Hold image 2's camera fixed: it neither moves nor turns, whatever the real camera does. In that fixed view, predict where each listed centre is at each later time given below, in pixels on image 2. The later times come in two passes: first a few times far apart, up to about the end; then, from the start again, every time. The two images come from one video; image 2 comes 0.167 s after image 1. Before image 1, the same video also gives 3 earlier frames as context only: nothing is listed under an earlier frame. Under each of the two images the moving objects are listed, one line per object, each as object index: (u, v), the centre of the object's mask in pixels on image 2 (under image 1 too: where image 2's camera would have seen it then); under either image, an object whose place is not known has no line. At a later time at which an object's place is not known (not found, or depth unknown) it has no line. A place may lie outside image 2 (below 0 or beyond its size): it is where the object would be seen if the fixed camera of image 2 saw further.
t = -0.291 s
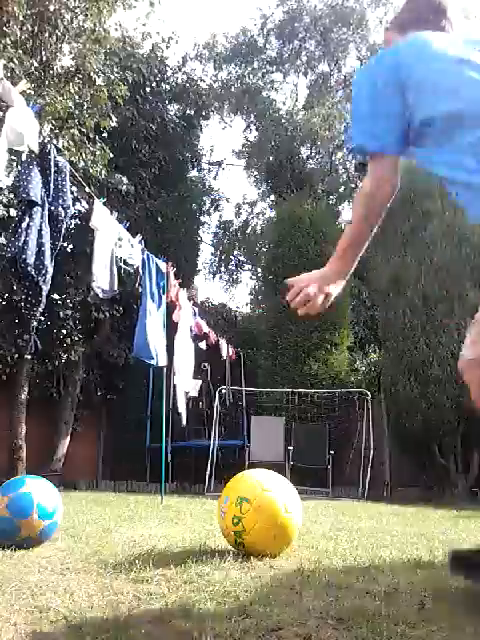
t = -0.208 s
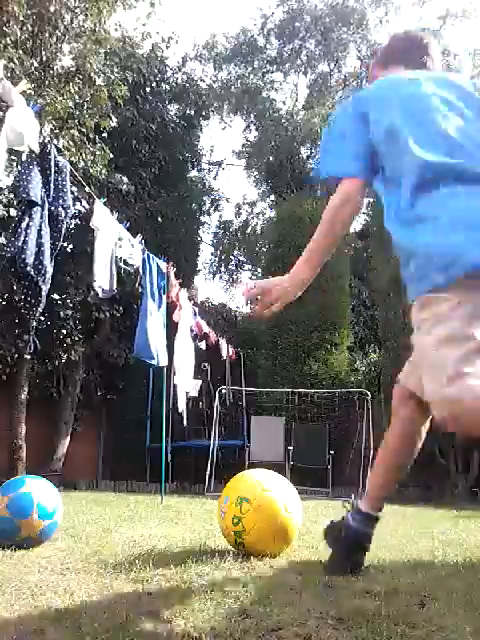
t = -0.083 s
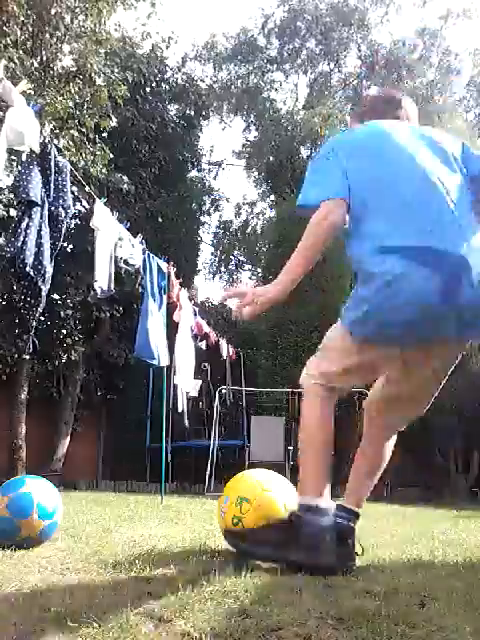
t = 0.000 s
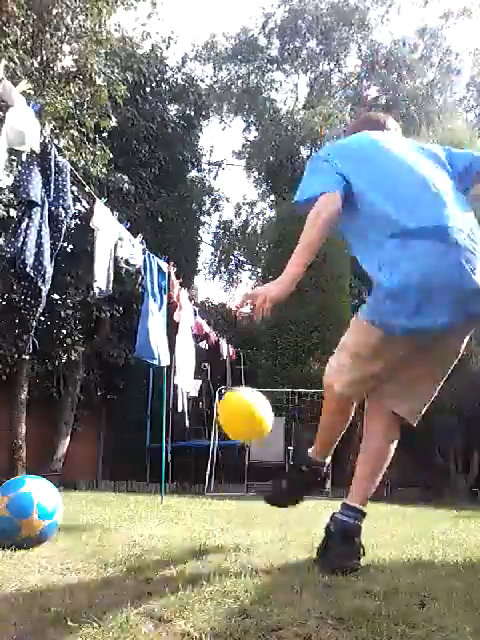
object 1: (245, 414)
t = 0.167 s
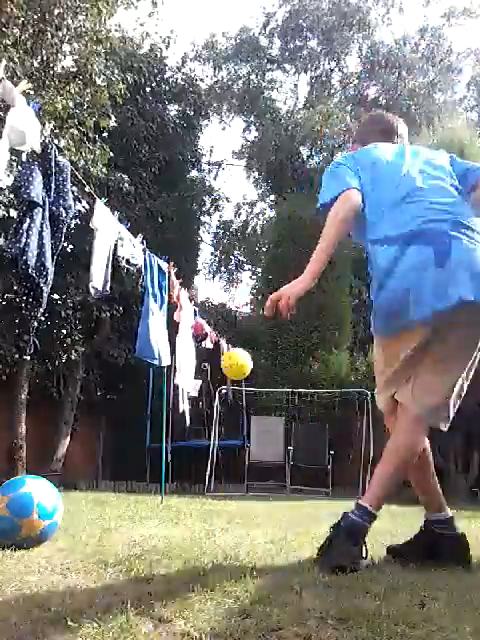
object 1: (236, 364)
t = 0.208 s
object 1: (235, 363)
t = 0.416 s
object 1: (234, 383)
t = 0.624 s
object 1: (234, 425)
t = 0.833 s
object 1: (239, 473)
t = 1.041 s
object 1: (228, 479)
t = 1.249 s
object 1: (219, 478)
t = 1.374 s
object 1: (213, 482)
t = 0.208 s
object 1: (235, 363)
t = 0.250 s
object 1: (235, 364)
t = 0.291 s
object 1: (234, 367)
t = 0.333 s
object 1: (234, 372)
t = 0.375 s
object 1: (234, 376)
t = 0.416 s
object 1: (234, 383)
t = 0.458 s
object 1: (233, 390)
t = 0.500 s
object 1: (233, 398)
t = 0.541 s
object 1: (235, 407)
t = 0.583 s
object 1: (234, 416)
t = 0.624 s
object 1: (234, 425)
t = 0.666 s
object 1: (234, 434)
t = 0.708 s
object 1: (235, 445)
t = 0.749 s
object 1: (234, 455)
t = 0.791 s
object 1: (236, 464)
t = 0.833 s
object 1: (239, 473)
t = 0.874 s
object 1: (236, 478)
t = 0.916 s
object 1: (236, 477)
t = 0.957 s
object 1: (233, 477)
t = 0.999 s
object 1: (231, 478)
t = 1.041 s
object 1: (228, 479)
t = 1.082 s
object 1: (226, 479)
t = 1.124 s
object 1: (224, 478)
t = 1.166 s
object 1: (222, 478)
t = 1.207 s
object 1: (220, 478)
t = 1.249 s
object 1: (219, 478)
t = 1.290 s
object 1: (217, 479)
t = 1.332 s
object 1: (216, 481)
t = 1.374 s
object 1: (213, 482)
